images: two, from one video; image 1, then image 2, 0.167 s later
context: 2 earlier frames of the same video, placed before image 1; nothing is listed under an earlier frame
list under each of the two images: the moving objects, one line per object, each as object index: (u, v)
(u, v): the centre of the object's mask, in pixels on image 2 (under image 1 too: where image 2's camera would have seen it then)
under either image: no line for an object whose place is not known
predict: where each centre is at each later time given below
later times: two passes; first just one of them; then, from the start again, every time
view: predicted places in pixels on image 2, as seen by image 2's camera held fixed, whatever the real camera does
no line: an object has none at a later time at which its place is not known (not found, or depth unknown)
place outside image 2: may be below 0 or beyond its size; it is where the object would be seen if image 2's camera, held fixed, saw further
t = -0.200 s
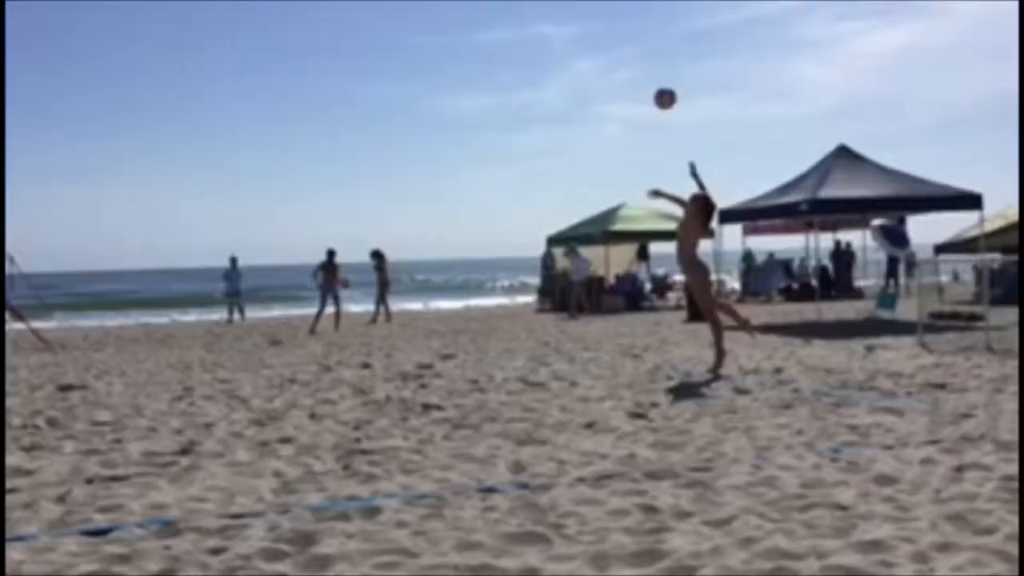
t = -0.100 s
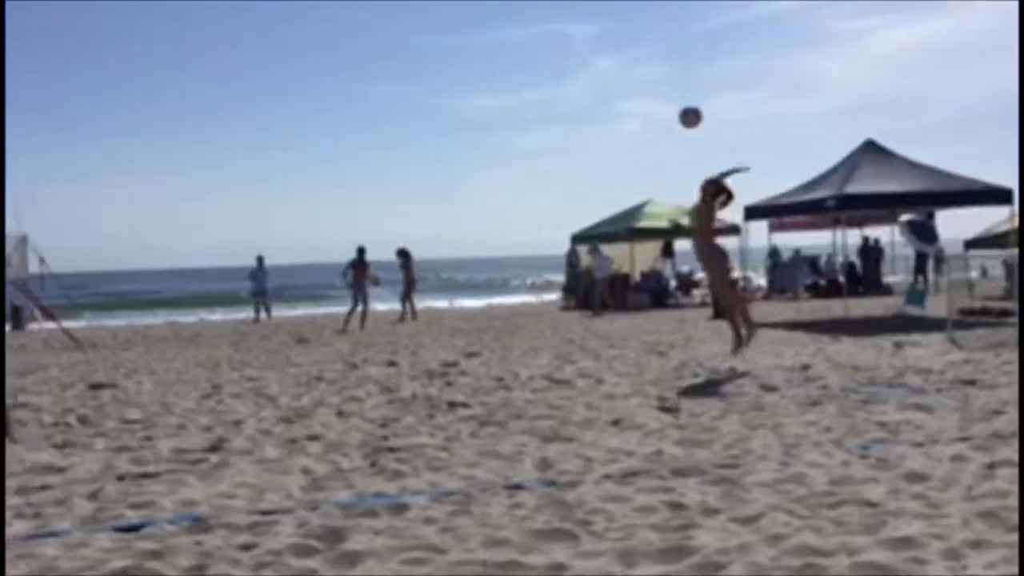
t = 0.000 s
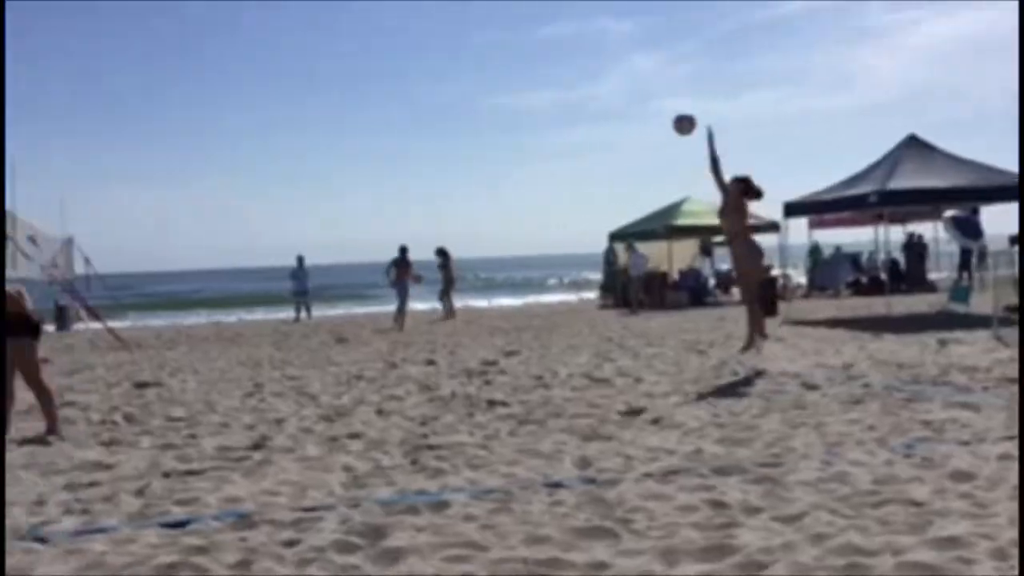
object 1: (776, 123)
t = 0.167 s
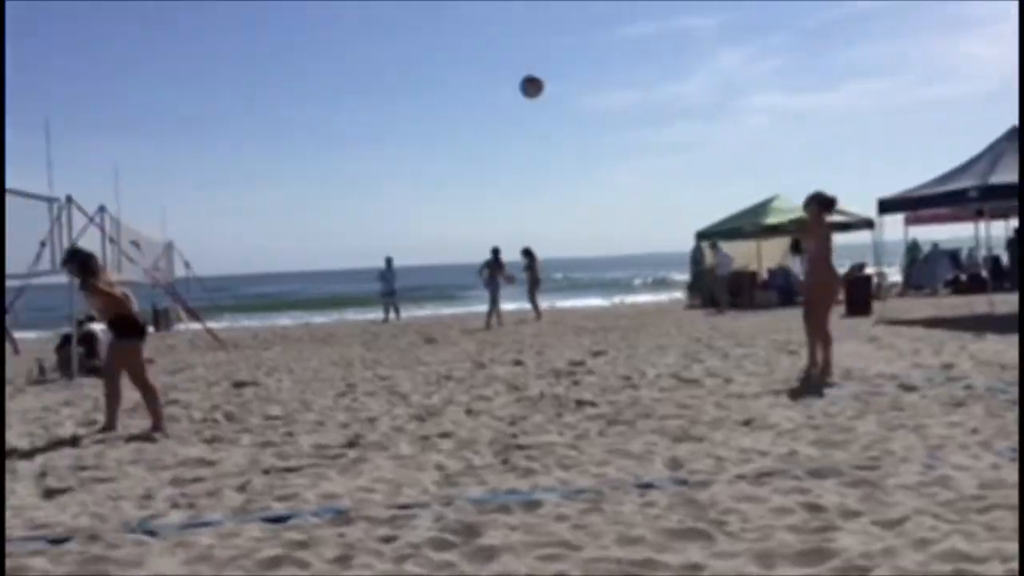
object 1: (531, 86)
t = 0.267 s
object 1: (385, 83)
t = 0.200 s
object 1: (482, 84)
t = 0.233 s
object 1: (433, 83)
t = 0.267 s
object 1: (385, 83)
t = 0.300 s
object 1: (337, 85)
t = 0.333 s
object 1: (288, 90)
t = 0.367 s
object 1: (242, 95)
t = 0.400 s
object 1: (195, 103)
